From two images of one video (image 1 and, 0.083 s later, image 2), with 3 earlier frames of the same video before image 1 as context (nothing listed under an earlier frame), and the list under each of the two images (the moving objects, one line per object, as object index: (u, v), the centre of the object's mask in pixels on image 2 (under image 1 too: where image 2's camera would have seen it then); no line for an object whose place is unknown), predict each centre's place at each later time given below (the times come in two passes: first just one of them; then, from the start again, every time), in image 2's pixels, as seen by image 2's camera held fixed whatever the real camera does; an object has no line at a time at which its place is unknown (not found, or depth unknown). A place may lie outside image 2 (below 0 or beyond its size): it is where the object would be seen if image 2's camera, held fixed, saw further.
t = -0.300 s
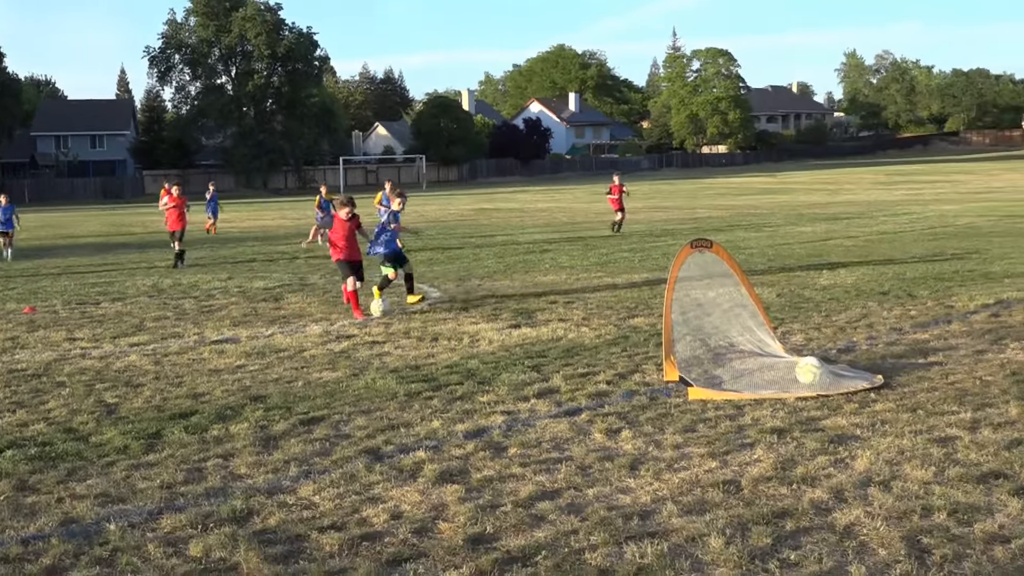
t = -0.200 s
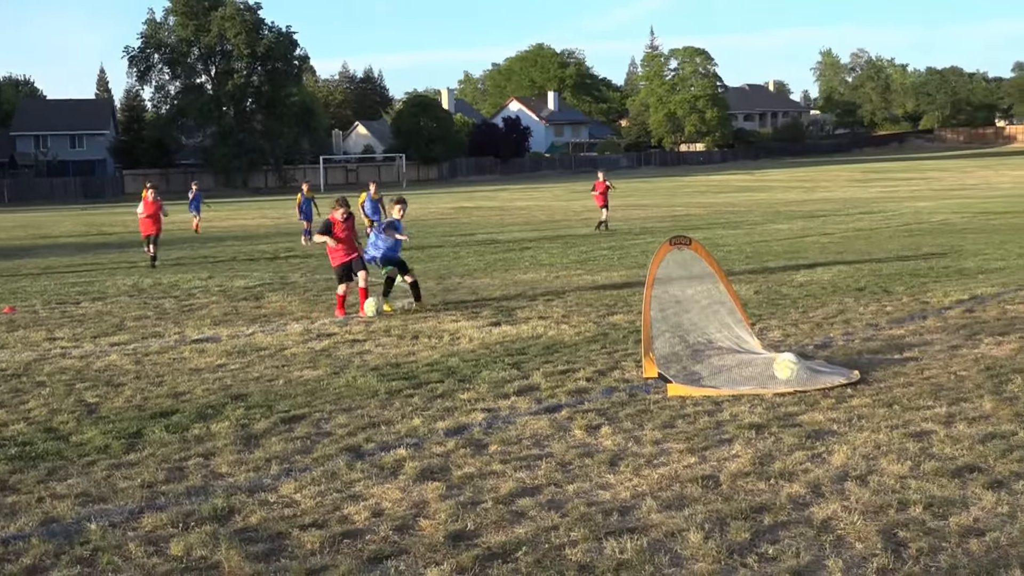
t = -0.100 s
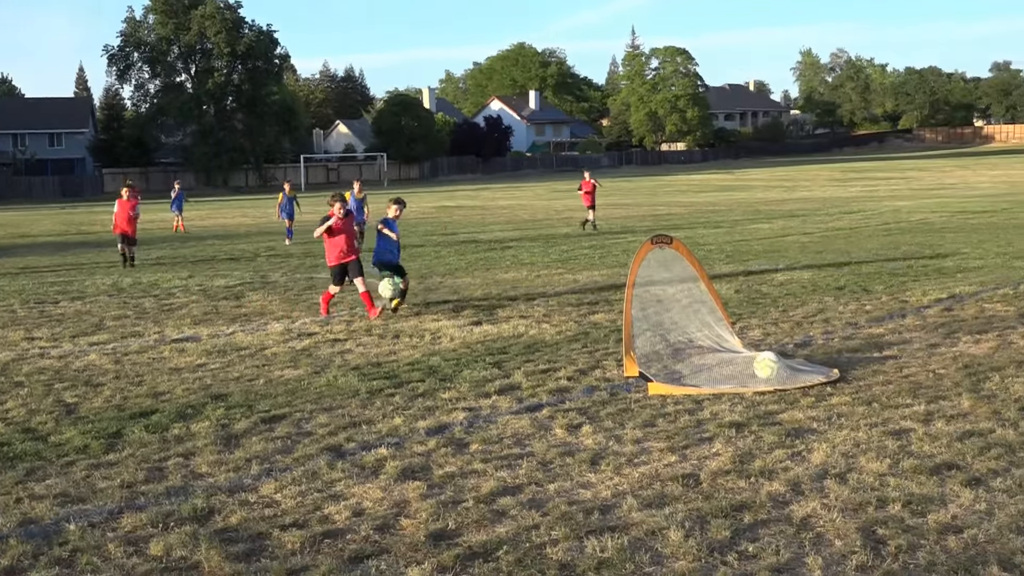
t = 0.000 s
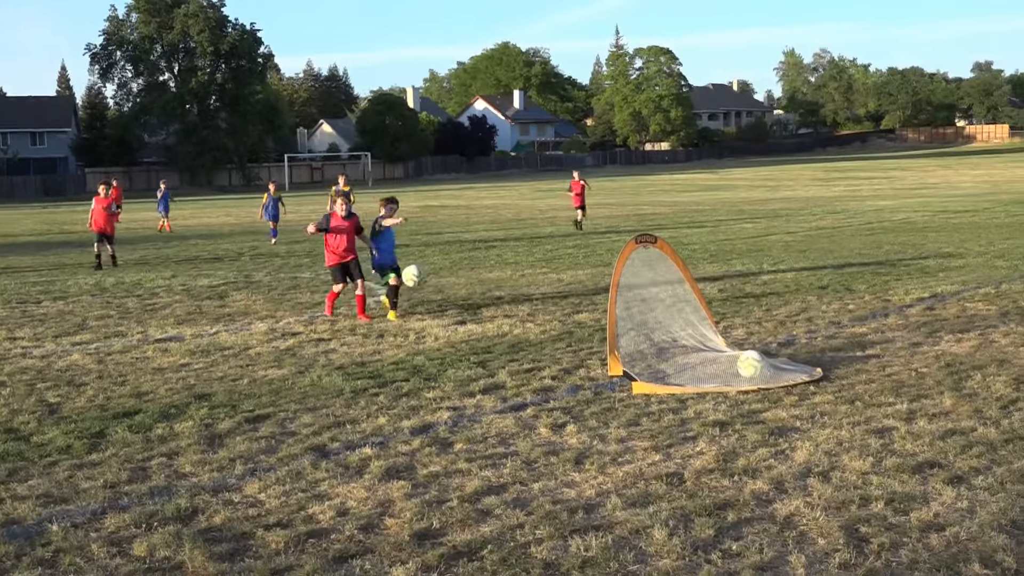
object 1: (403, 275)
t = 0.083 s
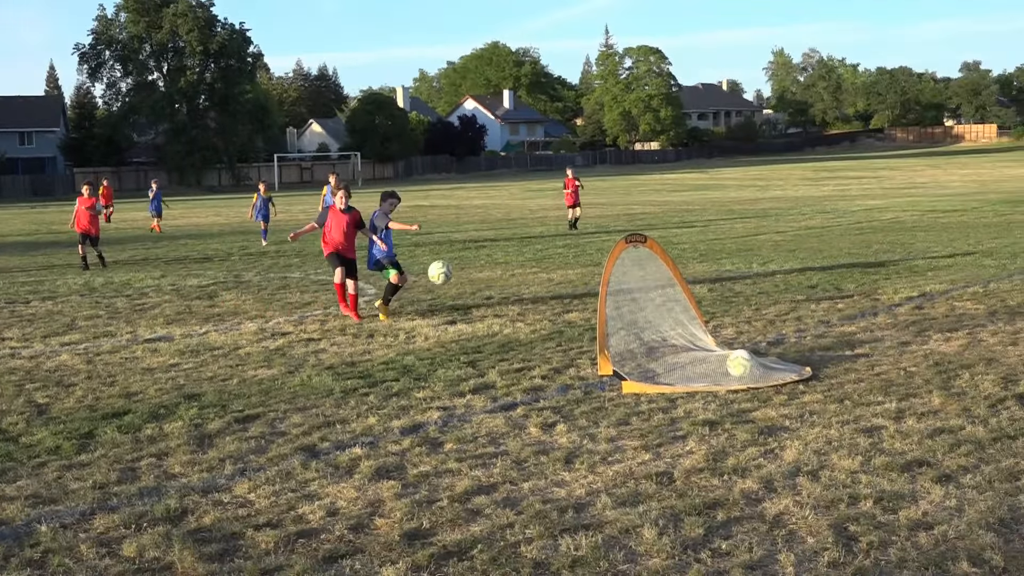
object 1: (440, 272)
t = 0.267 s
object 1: (531, 295)
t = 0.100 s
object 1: (448, 272)
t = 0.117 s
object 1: (455, 274)
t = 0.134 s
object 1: (463, 275)
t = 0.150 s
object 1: (470, 276)
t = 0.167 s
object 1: (477, 278)
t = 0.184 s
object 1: (488, 280)
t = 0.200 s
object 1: (496, 281)
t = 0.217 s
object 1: (505, 285)
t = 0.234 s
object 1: (514, 287)
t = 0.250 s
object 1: (523, 291)
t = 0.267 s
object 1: (531, 295)
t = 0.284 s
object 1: (544, 301)
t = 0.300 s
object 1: (555, 305)
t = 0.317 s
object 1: (566, 310)
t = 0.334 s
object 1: (578, 317)
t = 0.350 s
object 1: (589, 323)
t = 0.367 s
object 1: (601, 331)
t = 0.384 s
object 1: (612, 339)
